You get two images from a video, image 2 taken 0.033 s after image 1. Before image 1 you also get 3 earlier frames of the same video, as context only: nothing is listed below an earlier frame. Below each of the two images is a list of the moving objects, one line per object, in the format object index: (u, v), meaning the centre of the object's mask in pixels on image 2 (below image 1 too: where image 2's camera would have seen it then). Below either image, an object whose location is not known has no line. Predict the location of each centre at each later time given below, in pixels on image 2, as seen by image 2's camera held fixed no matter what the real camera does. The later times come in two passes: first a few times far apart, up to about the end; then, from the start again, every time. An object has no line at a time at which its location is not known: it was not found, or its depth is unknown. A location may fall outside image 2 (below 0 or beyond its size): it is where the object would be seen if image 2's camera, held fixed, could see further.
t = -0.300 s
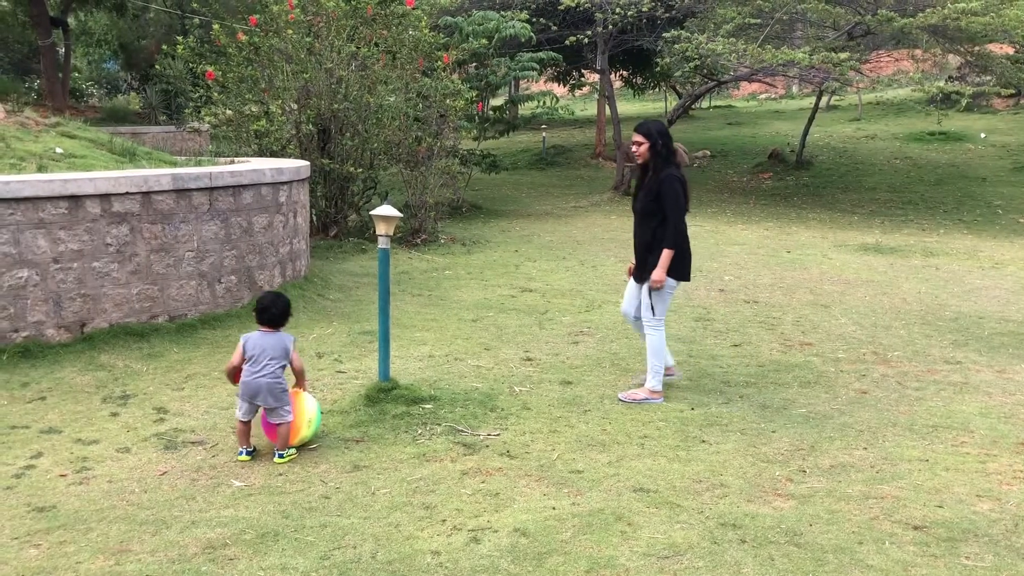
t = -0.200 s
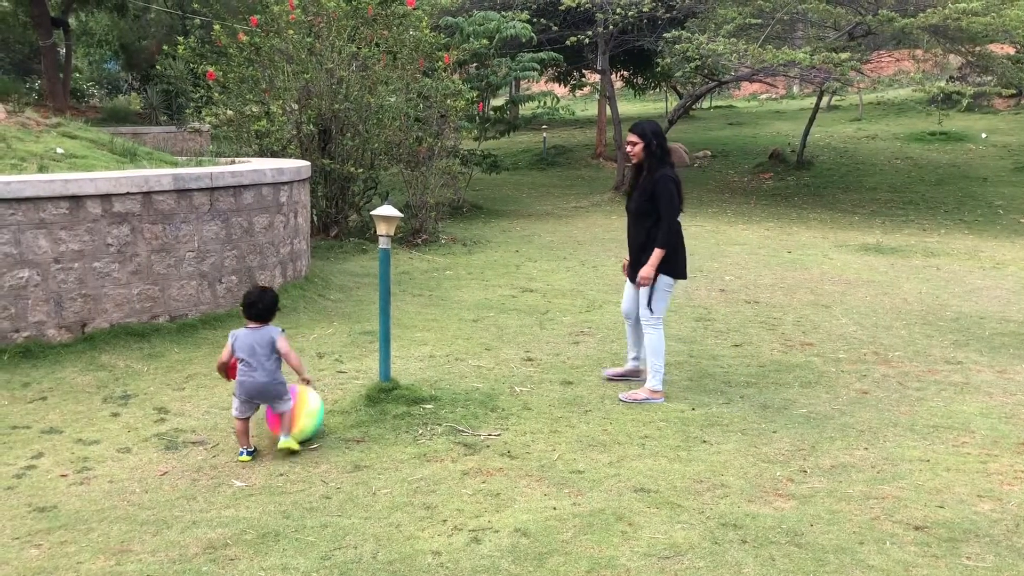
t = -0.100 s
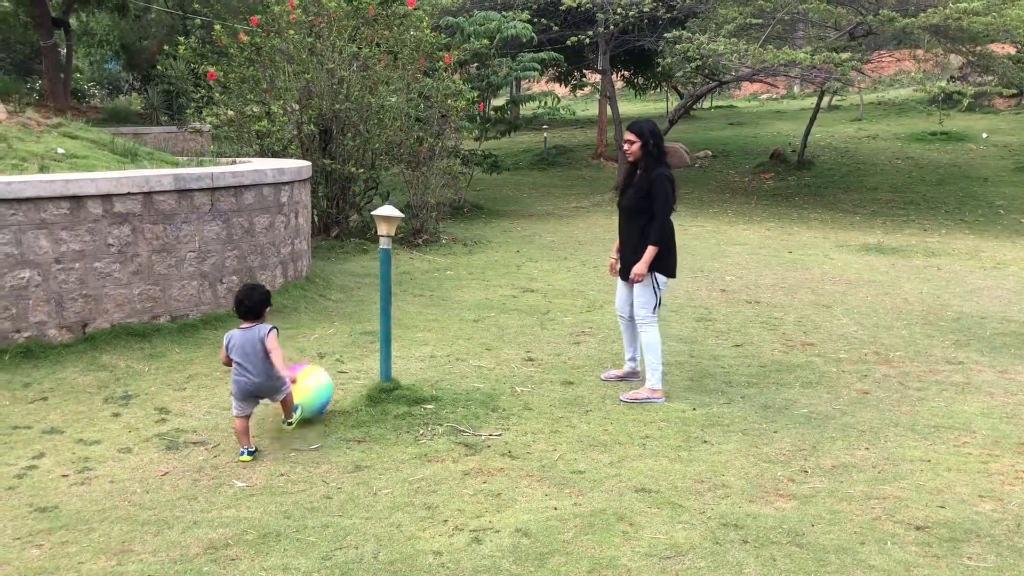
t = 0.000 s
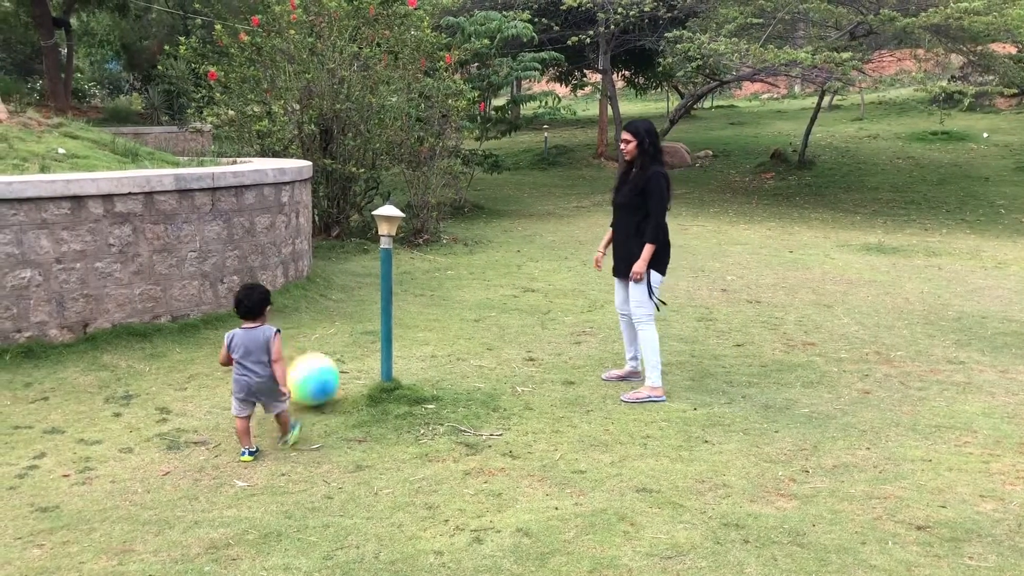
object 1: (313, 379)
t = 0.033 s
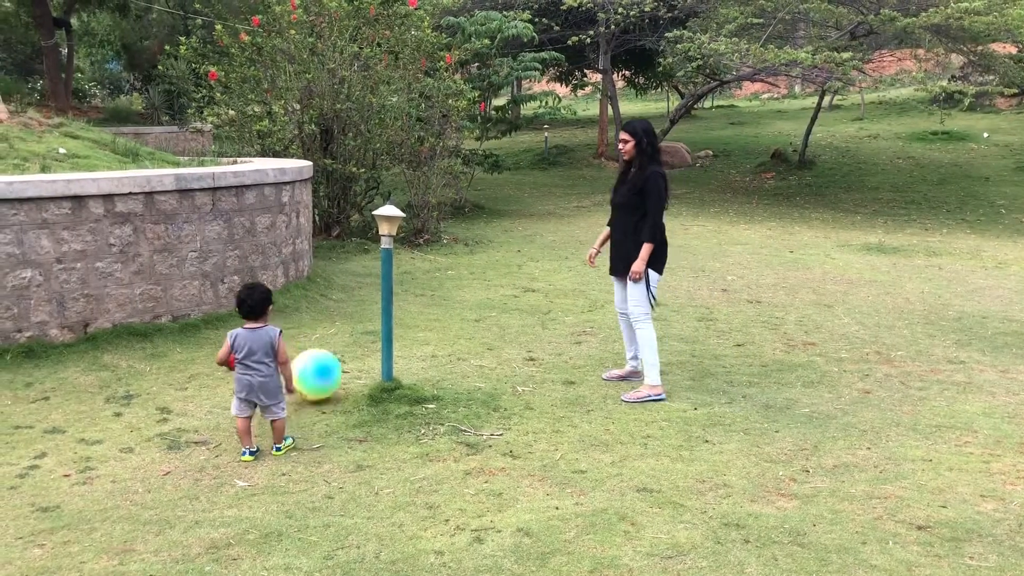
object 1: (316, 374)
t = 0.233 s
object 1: (327, 360)
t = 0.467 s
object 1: (338, 346)
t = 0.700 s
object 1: (352, 335)
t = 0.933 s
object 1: (366, 332)
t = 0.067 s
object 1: (317, 374)
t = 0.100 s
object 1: (319, 370)
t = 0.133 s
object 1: (321, 366)
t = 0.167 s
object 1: (323, 365)
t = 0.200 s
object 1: (324, 365)
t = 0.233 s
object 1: (327, 360)
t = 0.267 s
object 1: (328, 357)
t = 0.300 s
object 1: (330, 356)
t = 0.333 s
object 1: (331, 356)
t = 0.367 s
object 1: (334, 351)
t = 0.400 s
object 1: (335, 350)
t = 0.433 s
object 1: (337, 348)
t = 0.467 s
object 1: (338, 346)
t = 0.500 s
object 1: (341, 344)
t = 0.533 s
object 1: (342, 343)
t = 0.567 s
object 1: (345, 341)
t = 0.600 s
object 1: (346, 340)
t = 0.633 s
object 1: (348, 338)
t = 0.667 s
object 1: (350, 337)
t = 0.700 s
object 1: (352, 335)
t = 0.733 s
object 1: (353, 335)
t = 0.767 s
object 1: (356, 334)
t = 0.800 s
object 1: (358, 334)
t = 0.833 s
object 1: (361, 334)
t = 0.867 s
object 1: (362, 334)
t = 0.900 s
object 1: (365, 332)
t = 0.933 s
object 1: (366, 332)
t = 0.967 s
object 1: (367, 331)
